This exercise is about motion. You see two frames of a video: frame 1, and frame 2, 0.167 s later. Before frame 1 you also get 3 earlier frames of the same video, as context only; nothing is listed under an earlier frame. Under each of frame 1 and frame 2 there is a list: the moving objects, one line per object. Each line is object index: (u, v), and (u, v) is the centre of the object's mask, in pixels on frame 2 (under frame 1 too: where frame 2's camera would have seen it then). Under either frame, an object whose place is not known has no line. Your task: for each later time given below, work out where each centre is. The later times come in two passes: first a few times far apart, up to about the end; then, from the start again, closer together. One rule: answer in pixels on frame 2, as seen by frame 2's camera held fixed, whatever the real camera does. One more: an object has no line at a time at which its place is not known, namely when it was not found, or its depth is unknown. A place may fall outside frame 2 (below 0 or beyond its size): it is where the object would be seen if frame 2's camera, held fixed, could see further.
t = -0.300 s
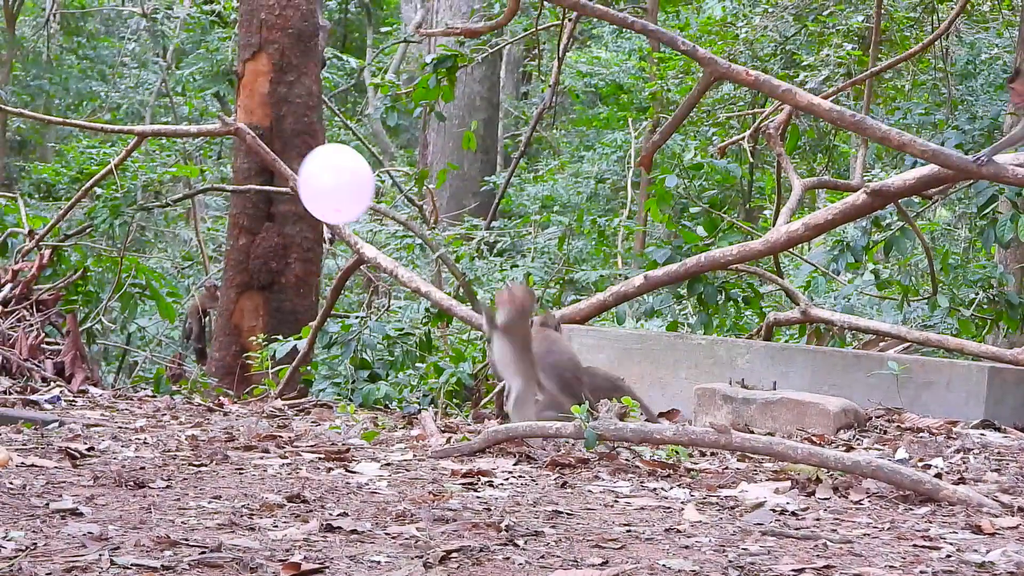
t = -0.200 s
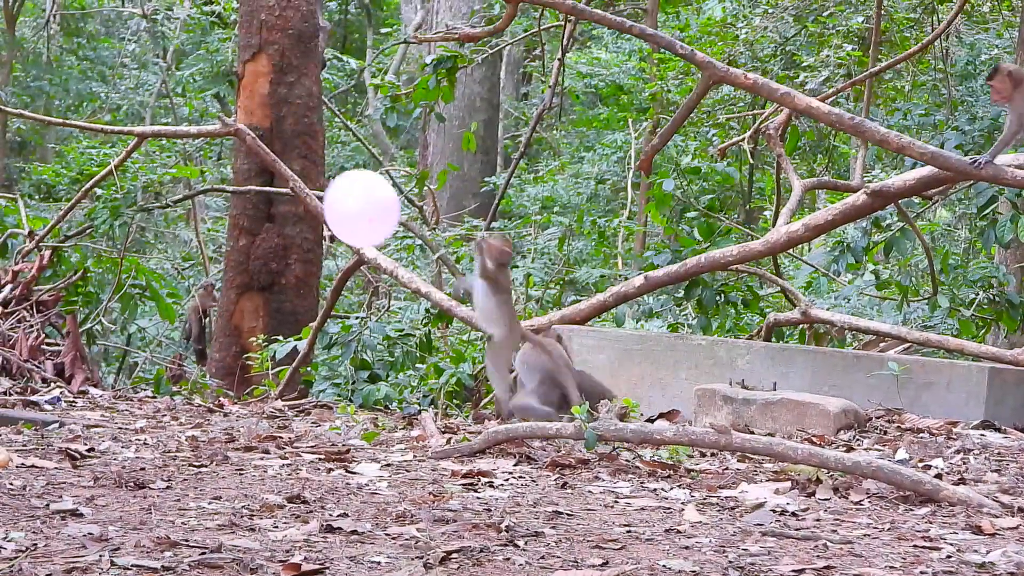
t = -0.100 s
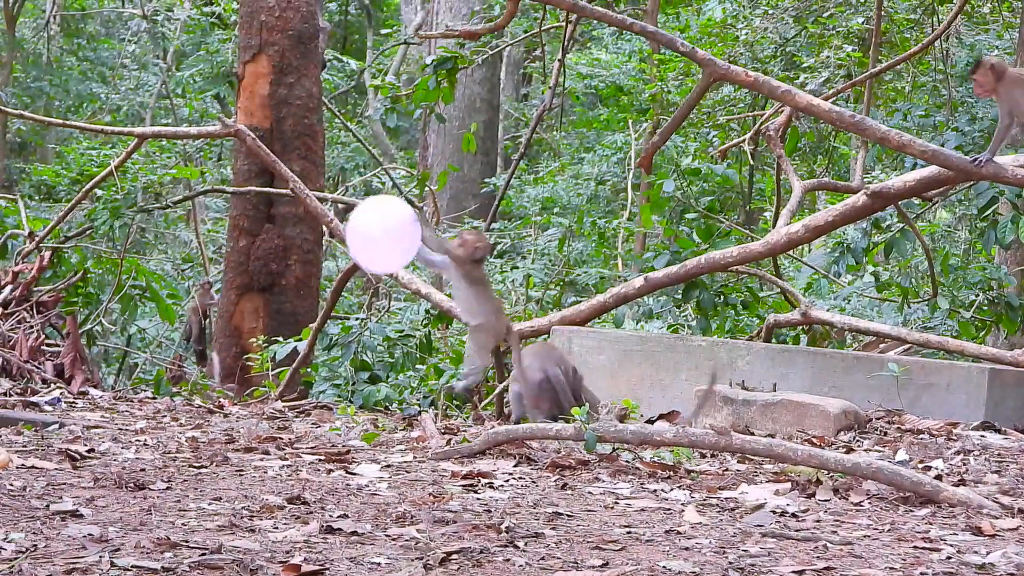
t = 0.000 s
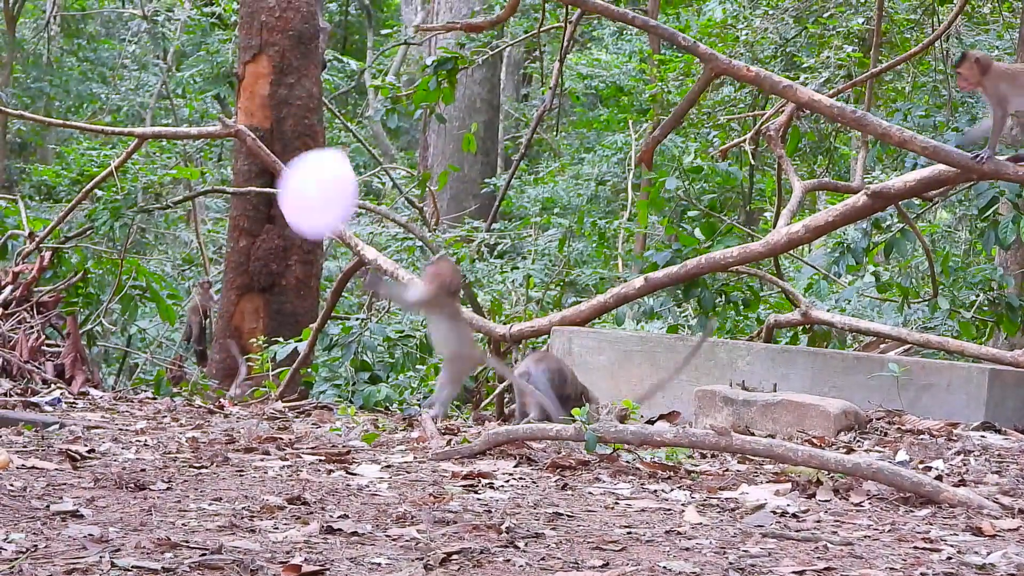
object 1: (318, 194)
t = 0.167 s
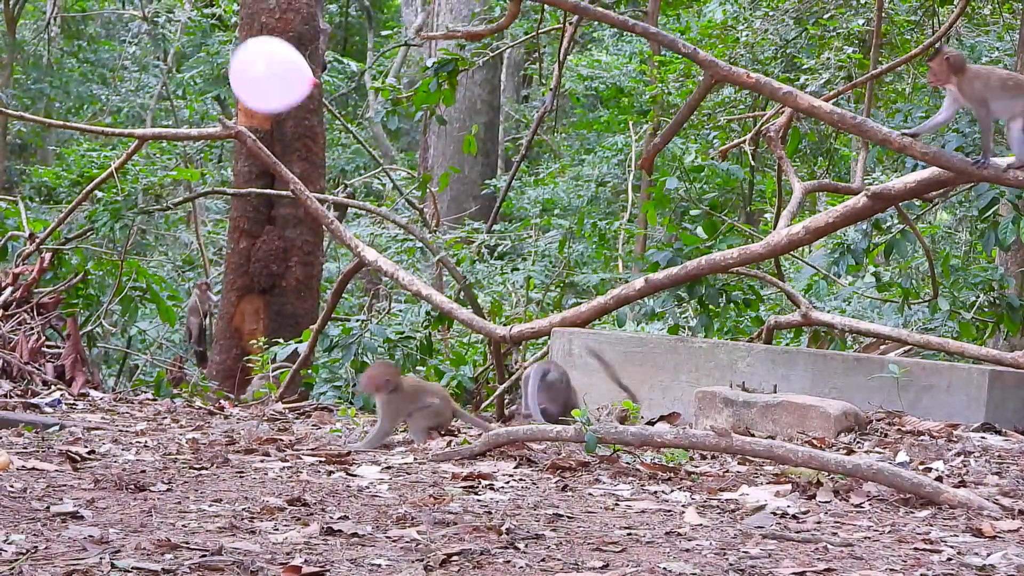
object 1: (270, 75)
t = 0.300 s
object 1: (260, 34)
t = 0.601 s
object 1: (222, 26)
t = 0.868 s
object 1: (195, 64)
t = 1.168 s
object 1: (227, 150)
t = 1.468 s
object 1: (303, 247)
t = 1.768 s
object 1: (413, 278)
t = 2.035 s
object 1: (490, 304)
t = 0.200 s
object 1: (267, 60)
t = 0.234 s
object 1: (264, 49)
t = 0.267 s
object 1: (262, 40)
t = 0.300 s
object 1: (260, 34)
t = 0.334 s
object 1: (258, 31)
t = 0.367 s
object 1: (255, 28)
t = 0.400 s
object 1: (251, 27)
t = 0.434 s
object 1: (247, 26)
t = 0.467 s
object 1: (242, 25)
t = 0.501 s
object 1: (236, 25)
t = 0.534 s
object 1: (231, 25)
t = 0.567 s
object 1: (227, 25)
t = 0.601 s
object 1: (222, 26)
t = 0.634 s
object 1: (218, 27)
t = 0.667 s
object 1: (215, 29)
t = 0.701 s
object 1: (211, 31)
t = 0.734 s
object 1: (205, 35)
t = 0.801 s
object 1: (201, 47)
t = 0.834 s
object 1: (198, 55)
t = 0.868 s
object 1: (195, 64)
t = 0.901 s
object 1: (192, 74)
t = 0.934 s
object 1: (190, 84)
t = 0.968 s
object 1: (189, 94)
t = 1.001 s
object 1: (189, 105)
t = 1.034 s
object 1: (191, 116)
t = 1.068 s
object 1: (199, 125)
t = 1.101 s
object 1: (208, 133)
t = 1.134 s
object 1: (218, 142)
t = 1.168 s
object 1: (227, 150)
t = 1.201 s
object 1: (237, 160)
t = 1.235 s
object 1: (246, 170)
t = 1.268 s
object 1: (254, 180)
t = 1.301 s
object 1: (263, 191)
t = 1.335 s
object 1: (271, 203)
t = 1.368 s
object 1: (278, 214)
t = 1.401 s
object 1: (285, 226)
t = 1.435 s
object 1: (293, 237)
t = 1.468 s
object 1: (303, 247)
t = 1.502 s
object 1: (315, 253)
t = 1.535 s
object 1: (326, 259)
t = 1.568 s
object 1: (339, 262)
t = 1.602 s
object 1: (353, 263)
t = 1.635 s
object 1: (366, 265)
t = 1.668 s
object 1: (378, 267)
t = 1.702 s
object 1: (390, 270)
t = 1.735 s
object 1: (402, 273)
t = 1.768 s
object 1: (413, 278)
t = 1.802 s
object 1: (424, 282)
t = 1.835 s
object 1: (434, 286)
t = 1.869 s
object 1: (444, 291)
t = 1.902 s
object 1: (454, 295)
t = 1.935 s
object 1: (464, 299)
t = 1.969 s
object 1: (473, 303)
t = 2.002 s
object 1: (482, 305)
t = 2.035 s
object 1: (490, 304)
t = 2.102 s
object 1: (504, 294)
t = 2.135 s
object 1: (510, 289)
